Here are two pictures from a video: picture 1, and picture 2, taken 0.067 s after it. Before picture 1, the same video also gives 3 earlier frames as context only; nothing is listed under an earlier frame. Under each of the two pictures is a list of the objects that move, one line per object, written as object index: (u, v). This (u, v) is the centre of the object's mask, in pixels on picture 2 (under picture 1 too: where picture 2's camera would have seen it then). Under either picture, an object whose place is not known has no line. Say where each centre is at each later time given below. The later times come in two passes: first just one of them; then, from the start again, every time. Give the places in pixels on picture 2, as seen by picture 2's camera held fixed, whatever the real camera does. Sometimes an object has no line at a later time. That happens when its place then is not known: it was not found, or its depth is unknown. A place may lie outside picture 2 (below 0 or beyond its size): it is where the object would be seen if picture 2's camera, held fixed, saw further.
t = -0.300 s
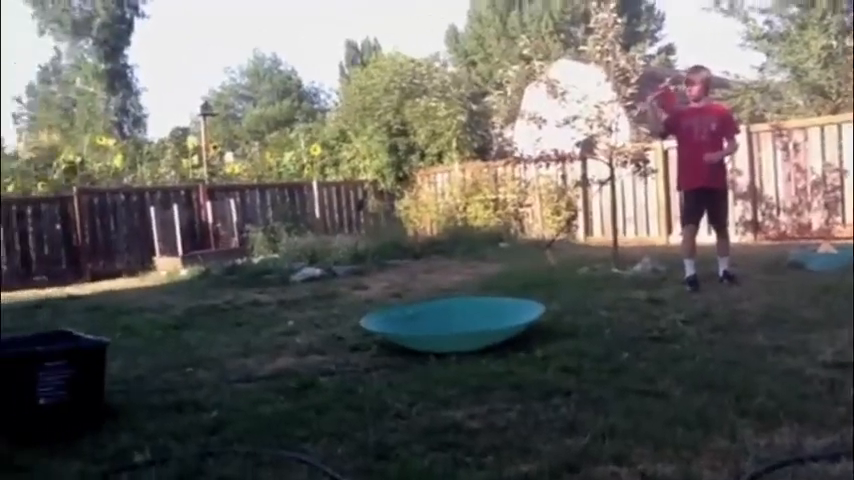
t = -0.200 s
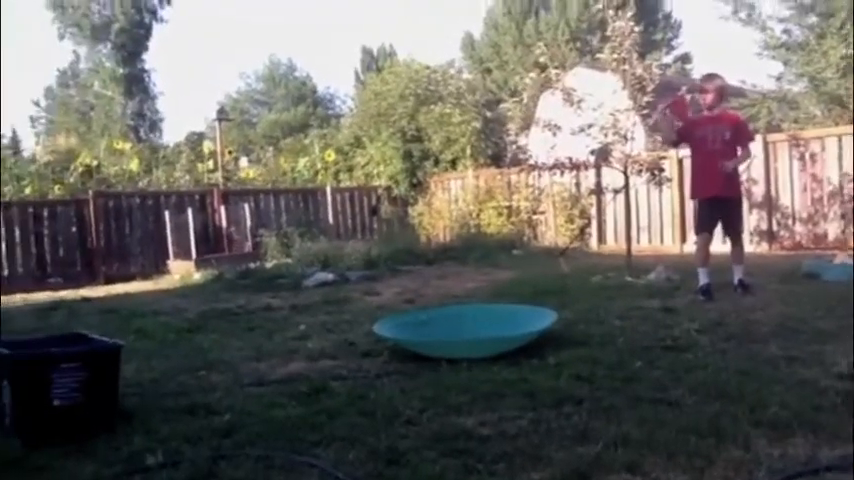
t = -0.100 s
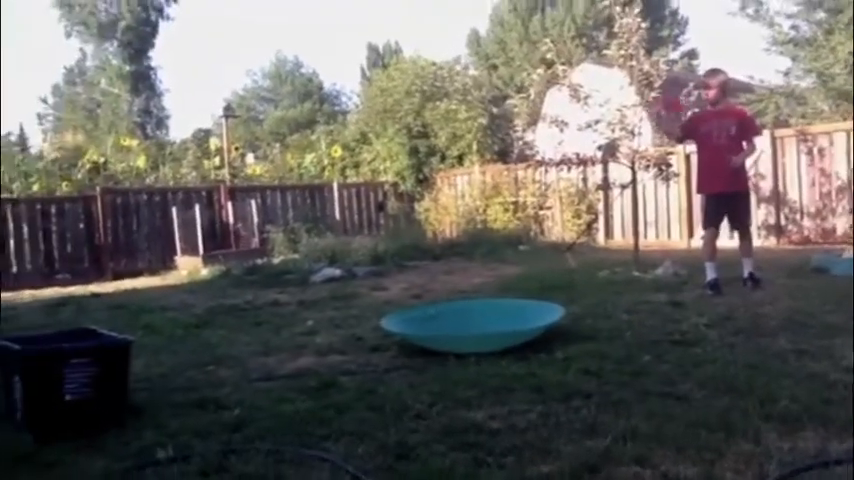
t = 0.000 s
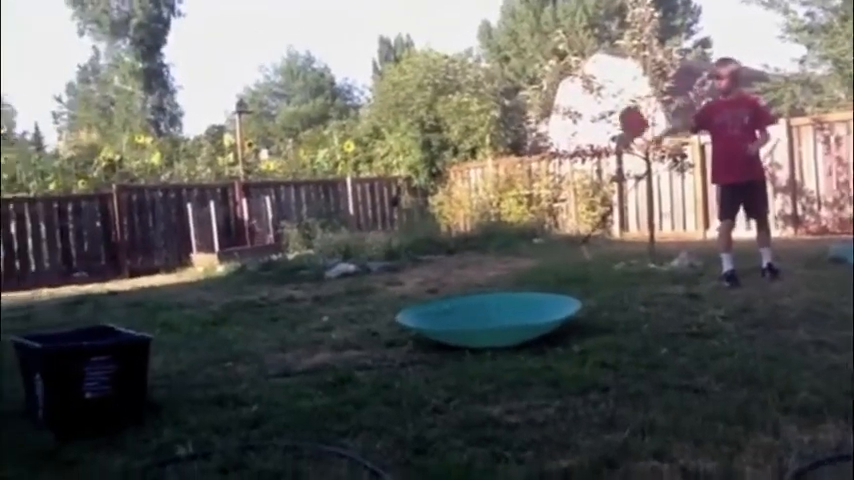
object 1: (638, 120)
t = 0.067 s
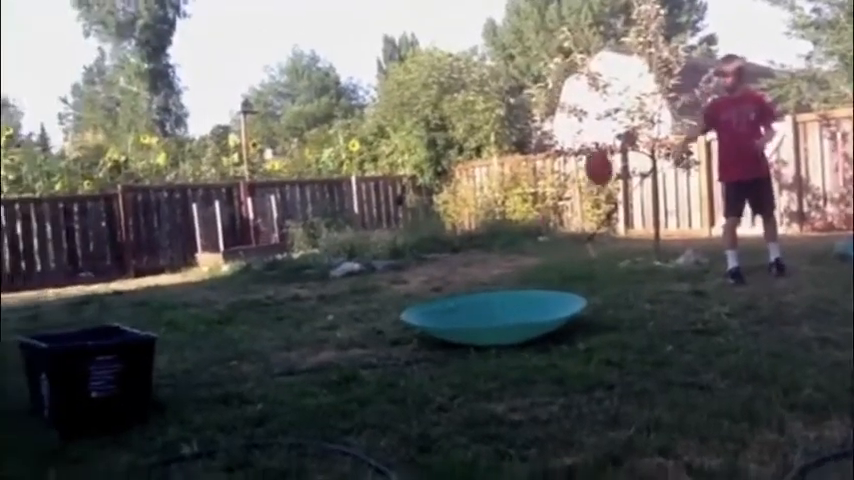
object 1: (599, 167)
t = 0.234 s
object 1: (489, 314)
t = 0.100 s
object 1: (579, 196)
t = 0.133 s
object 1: (556, 228)
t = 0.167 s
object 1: (536, 264)
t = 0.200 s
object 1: (514, 305)
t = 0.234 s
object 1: (489, 314)
